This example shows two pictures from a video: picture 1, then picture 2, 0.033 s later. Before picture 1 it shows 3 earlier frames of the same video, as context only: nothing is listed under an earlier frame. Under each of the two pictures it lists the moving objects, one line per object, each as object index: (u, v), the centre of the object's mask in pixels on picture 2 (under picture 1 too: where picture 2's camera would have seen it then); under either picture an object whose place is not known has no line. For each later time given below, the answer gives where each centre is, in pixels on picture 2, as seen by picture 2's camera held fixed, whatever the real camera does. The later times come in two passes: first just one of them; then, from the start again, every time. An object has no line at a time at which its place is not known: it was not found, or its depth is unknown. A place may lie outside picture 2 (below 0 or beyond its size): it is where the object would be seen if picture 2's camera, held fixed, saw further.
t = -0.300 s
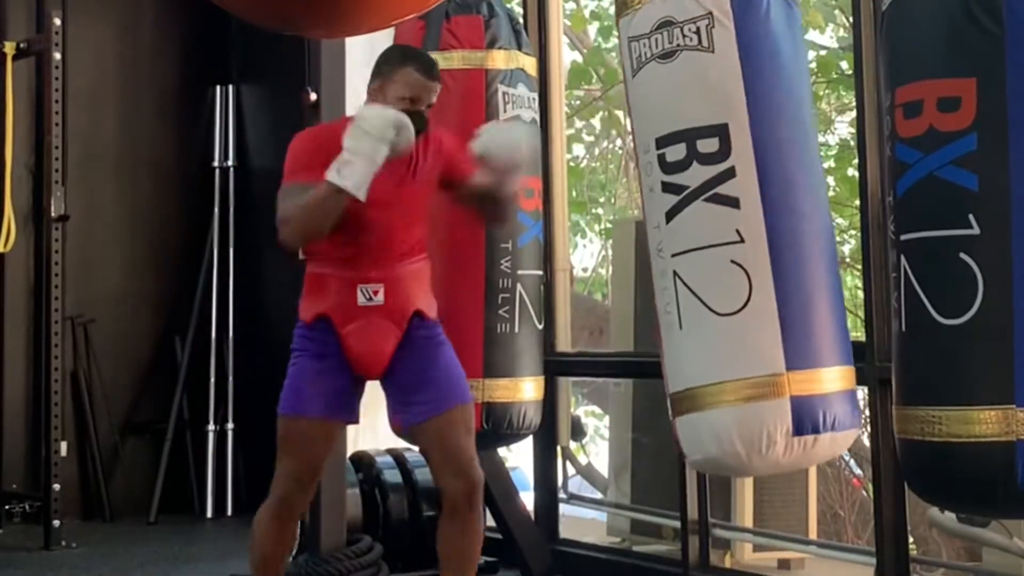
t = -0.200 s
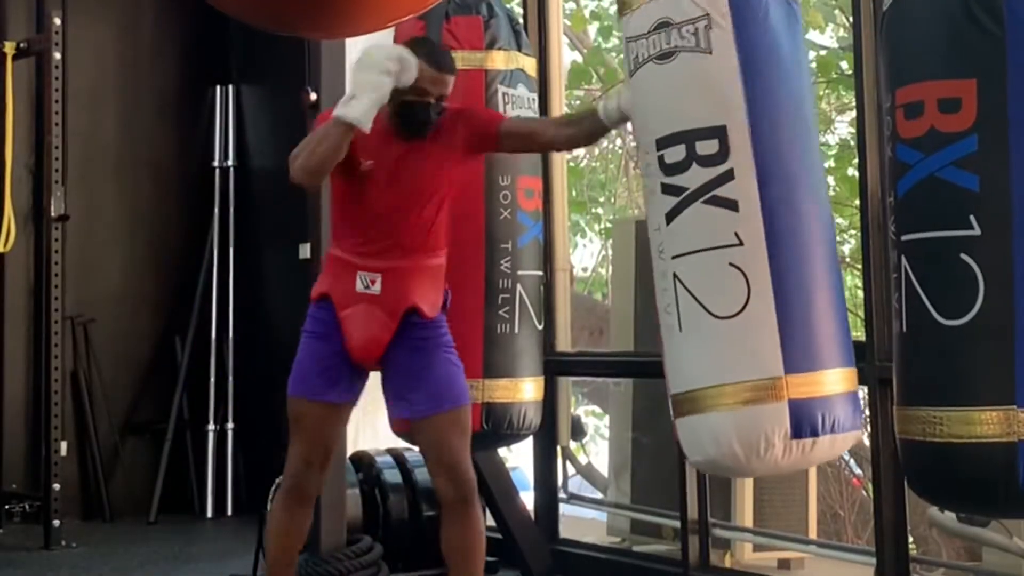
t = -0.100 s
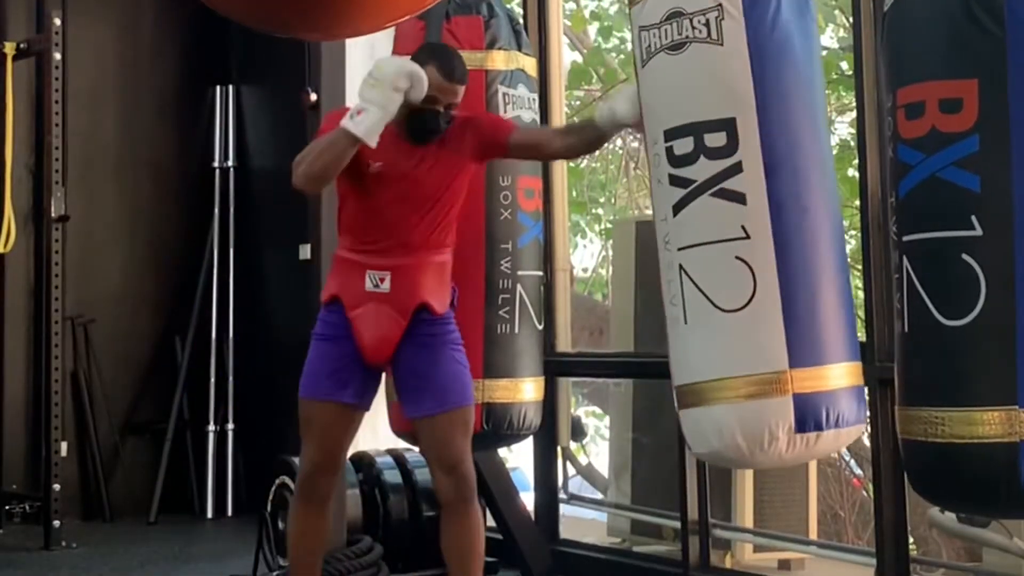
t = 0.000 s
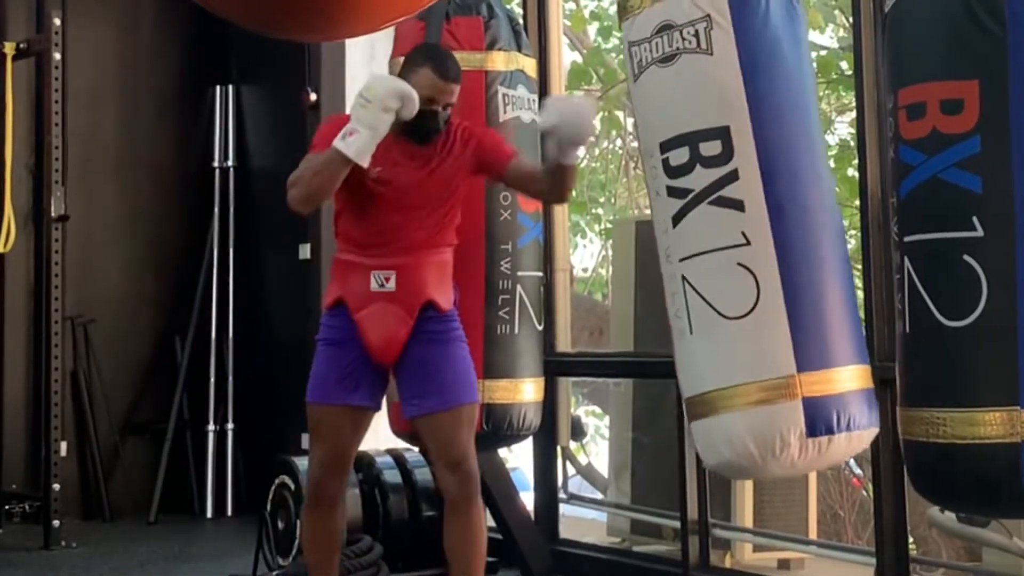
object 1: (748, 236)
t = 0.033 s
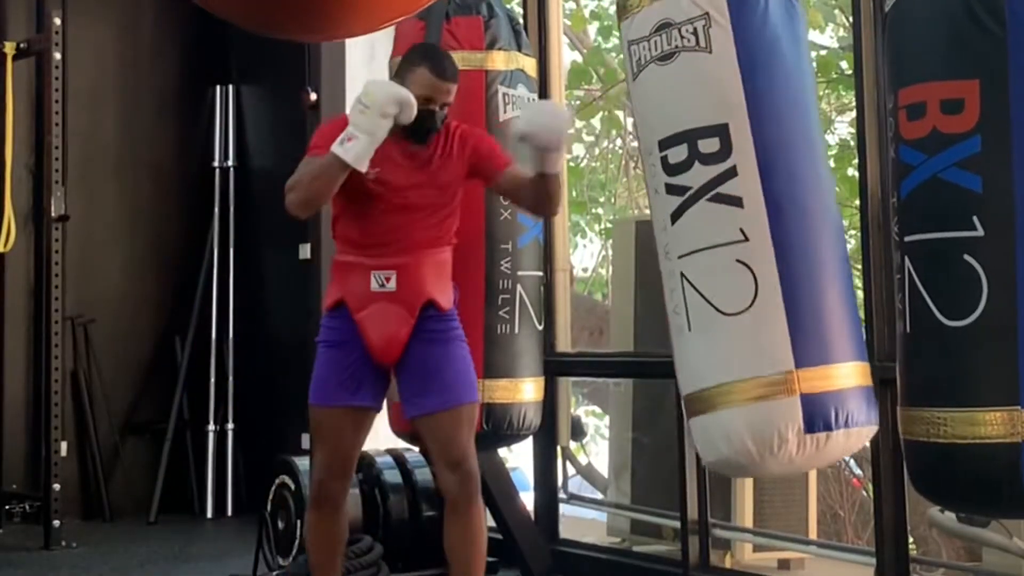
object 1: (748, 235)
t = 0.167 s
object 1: (739, 236)
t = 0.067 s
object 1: (746, 234)
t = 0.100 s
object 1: (745, 235)
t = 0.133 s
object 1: (743, 235)
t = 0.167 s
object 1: (739, 236)
